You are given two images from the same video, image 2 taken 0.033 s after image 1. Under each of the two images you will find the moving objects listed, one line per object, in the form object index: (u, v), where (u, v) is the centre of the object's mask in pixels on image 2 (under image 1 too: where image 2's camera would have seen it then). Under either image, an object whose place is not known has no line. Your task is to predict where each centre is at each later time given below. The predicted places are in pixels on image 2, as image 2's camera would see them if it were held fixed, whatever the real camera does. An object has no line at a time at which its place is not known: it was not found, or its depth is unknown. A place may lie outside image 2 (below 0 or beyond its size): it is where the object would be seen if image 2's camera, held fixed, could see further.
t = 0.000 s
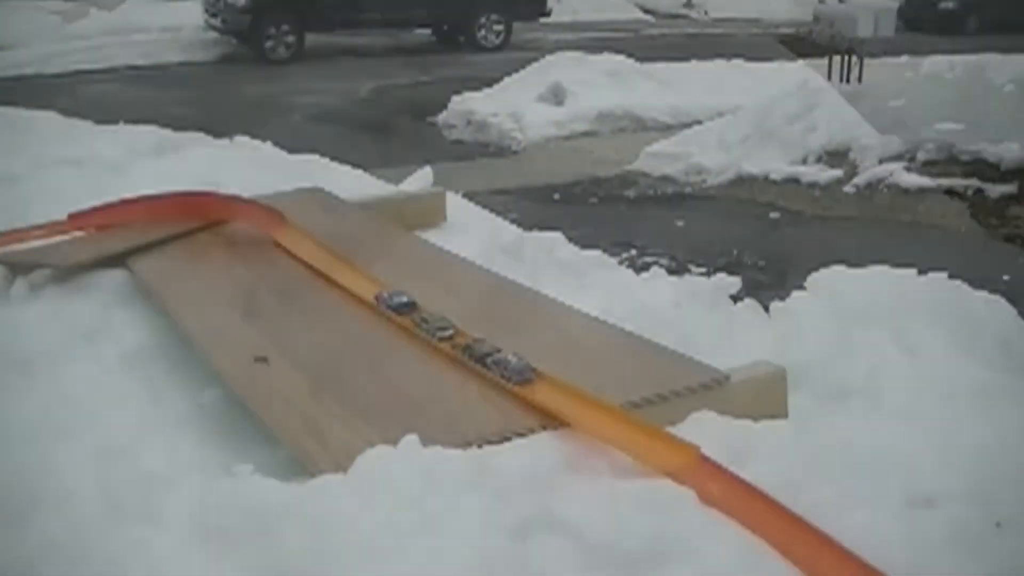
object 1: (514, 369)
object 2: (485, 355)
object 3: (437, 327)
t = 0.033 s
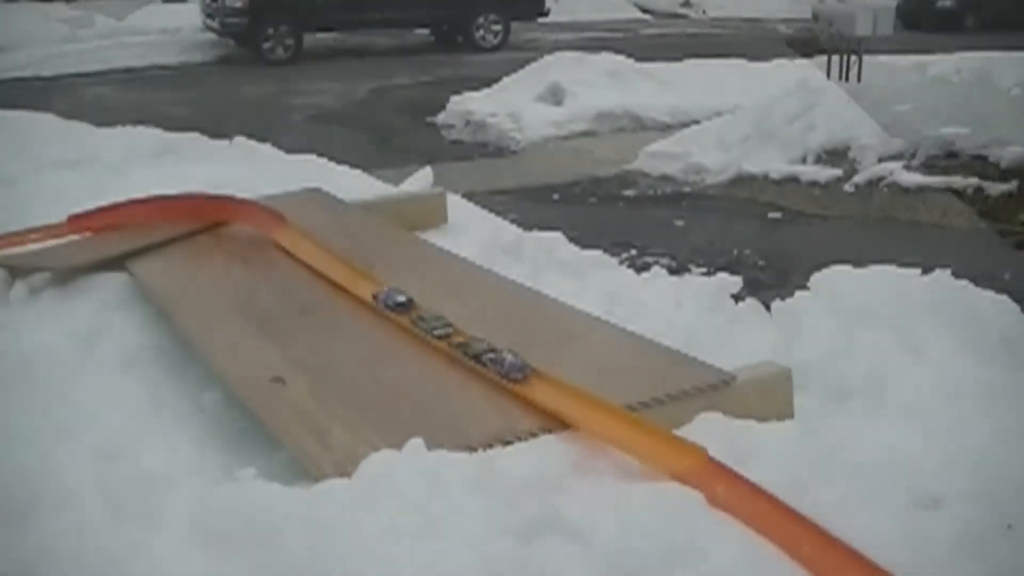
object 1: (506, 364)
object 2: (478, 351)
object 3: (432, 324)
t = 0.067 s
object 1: (499, 361)
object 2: (472, 348)
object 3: (427, 321)
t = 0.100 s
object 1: (493, 358)
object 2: (465, 343)
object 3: (422, 318)
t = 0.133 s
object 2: (457, 338)
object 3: (418, 315)
